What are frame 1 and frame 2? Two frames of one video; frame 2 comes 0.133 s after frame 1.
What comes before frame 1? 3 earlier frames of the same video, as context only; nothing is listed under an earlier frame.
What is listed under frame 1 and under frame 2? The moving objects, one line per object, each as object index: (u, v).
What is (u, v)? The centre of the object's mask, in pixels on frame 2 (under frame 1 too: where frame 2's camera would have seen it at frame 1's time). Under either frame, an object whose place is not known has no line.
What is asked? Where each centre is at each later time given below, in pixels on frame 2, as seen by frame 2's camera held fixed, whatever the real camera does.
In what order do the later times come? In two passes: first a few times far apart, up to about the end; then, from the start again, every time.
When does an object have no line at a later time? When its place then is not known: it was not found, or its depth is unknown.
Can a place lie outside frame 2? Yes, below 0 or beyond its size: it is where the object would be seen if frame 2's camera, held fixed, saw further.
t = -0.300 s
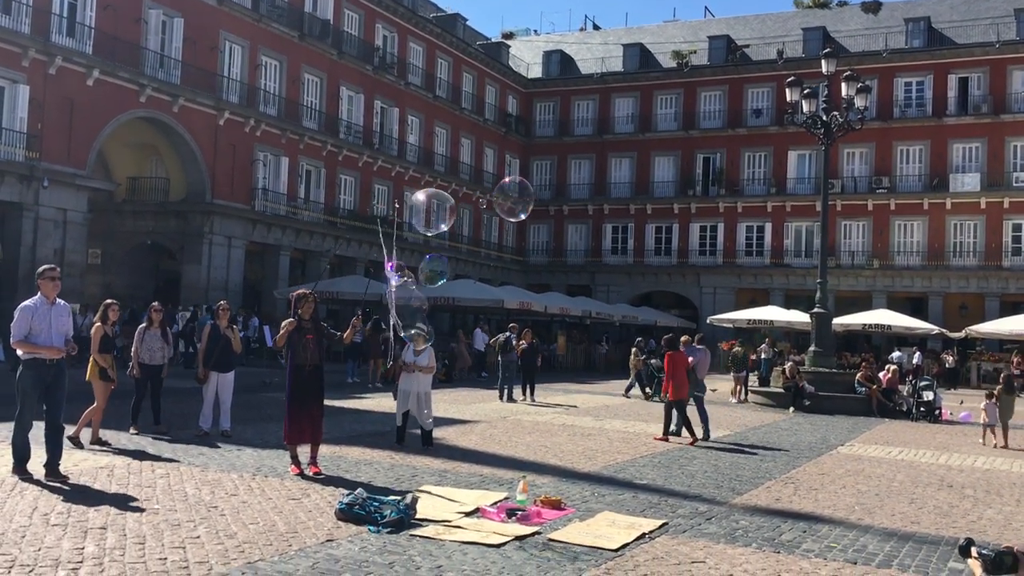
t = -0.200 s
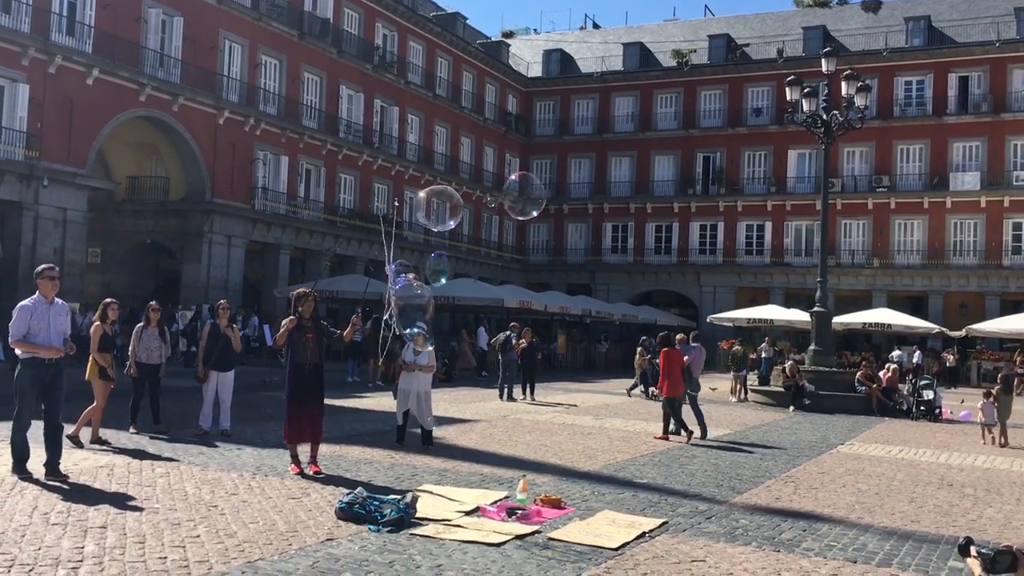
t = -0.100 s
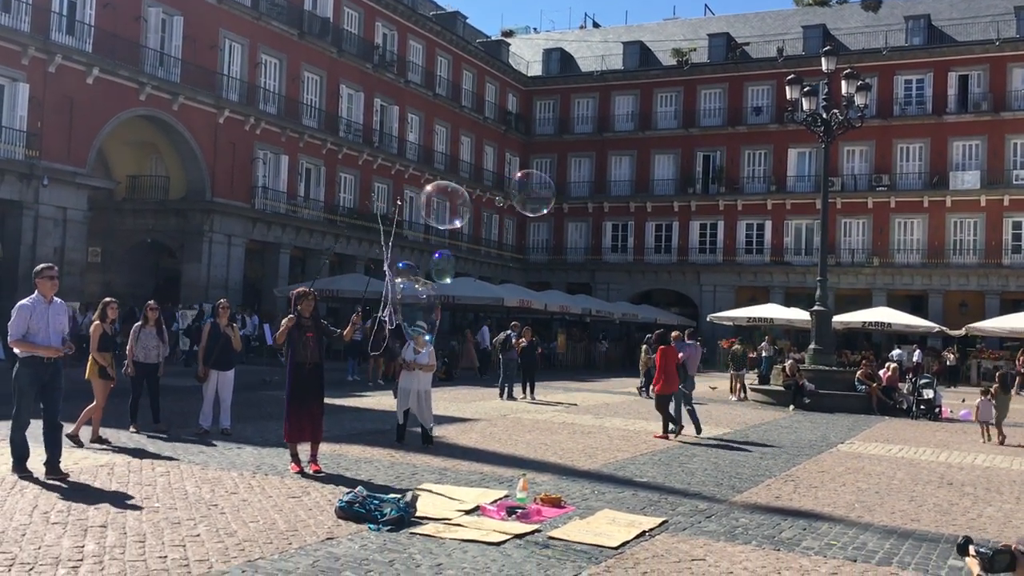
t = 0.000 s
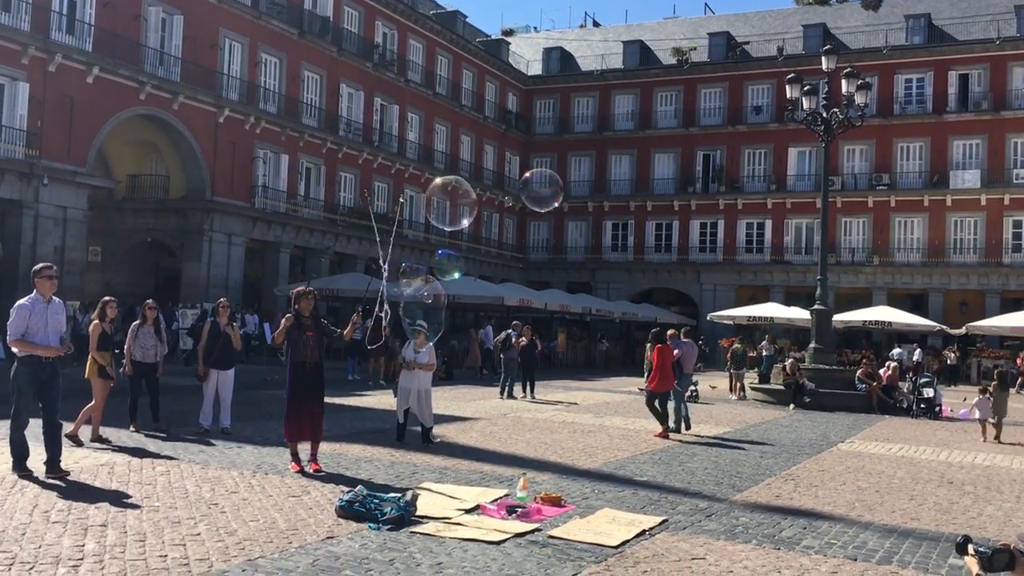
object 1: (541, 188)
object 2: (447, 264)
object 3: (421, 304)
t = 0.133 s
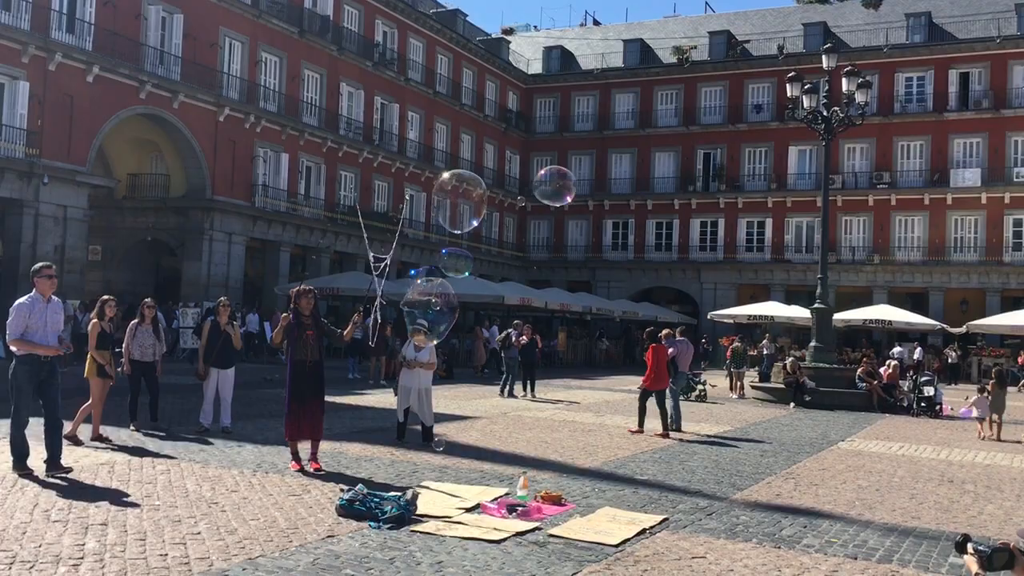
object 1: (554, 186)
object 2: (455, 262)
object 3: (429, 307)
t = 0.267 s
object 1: (569, 183)
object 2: (462, 261)
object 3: (435, 310)
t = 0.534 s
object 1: (596, 178)
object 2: (482, 259)
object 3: (451, 314)
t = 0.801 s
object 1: (629, 172)
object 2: (503, 257)
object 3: (469, 318)
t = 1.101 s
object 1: (671, 165)
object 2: (532, 255)
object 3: (492, 322)
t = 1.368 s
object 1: (711, 159)
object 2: (560, 254)
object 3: (518, 328)
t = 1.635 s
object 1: (755, 152)
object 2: (591, 252)
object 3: (547, 331)
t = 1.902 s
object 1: (806, 144)
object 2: (627, 251)
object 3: (574, 330)
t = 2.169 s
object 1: (863, 134)
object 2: (664, 249)
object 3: (612, 344)
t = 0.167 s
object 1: (558, 185)
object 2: (457, 262)
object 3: (431, 308)
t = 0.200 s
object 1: (562, 185)
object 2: (458, 262)
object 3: (432, 309)
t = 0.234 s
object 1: (566, 184)
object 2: (460, 262)
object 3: (434, 310)
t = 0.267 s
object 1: (569, 183)
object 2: (462, 261)
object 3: (435, 310)
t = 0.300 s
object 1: (573, 182)
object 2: (465, 261)
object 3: (436, 311)
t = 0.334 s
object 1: (576, 182)
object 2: (466, 261)
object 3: (438, 311)
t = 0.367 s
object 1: (579, 180)
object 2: (468, 260)
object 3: (440, 311)
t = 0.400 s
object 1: (582, 180)
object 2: (470, 260)
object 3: (442, 311)
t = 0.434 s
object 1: (586, 179)
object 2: (473, 260)
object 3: (444, 312)
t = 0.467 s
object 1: (590, 179)
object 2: (476, 260)
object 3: (447, 313)
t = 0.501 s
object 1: (594, 179)
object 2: (479, 259)
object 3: (450, 313)
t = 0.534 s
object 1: (596, 178)
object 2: (482, 259)
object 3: (451, 314)
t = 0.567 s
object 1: (602, 177)
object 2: (484, 259)
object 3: (453, 315)
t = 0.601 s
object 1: (606, 177)
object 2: (486, 259)
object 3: (456, 316)
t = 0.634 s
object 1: (610, 176)
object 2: (489, 258)
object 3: (459, 315)
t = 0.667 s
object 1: (614, 175)
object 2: (492, 258)
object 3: (461, 316)
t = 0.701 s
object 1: (617, 174)
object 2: (494, 258)
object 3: (463, 316)
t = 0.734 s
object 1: (621, 173)
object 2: (497, 258)
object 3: (464, 316)
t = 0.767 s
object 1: (625, 172)
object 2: (500, 257)
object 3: (467, 317)
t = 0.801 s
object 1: (629, 172)
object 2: (503, 257)
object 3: (469, 318)
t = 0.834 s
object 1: (633, 171)
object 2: (506, 257)
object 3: (472, 318)
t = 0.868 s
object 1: (638, 170)
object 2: (509, 257)
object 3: (474, 319)
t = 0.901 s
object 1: (642, 169)
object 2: (512, 256)
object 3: (477, 320)
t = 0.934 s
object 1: (647, 169)
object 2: (515, 256)
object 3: (479, 321)
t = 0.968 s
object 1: (652, 168)
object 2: (517, 256)
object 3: (481, 321)
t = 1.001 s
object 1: (657, 168)
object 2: (520, 256)
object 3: (483, 321)
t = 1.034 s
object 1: (661, 167)
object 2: (525, 255)
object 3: (487, 322)
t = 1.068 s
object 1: (666, 166)
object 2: (528, 255)
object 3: (489, 322)
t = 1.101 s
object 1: (671, 165)
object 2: (532, 255)
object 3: (492, 322)
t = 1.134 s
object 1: (675, 164)
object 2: (535, 255)
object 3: (494, 322)
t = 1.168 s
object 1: (681, 163)
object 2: (539, 255)
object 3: (498, 323)
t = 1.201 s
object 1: (685, 163)
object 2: (542, 255)
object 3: (501, 324)
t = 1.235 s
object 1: (690, 162)
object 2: (546, 254)
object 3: (505, 325)
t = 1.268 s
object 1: (695, 162)
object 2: (549, 254)
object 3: (508, 326)
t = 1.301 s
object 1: (701, 161)
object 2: (553, 254)
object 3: (511, 327)
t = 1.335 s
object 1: (706, 160)
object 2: (557, 254)
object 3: (515, 328)
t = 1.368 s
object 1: (711, 159)
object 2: (560, 254)
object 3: (518, 328)
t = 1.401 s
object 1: (716, 159)
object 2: (564, 253)
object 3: (521, 328)
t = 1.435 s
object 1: (721, 158)
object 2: (568, 253)
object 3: (525, 329)
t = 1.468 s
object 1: (726, 157)
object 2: (571, 253)
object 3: (528, 330)
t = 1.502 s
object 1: (733, 156)
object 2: (575, 253)
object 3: (532, 331)
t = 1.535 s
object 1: (739, 155)
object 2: (579, 253)
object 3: (535, 331)
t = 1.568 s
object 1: (744, 154)
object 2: (583, 252)
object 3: (538, 331)
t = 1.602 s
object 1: (750, 153)
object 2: (587, 252)
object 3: (542, 331)
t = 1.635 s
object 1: (755, 152)
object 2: (591, 252)
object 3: (547, 331)
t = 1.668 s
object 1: (761, 151)
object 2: (595, 252)
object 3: (548, 331)
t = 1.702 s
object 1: (766, 150)
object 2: (601, 252)
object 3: (551, 332)
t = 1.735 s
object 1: (773, 149)
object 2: (605, 252)
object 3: (552, 330)
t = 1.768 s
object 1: (780, 148)
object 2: (609, 251)
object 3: (555, 330)
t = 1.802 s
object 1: (787, 147)
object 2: (613, 251)
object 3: (558, 330)
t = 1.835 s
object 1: (793, 146)
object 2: (617, 251)
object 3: (563, 333)
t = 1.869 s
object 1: (799, 145)
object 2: (623, 251)
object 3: (566, 333)
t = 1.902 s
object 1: (806, 144)
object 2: (627, 251)
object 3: (574, 330)
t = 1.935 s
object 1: (812, 143)
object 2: (630, 251)
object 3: (574, 332)
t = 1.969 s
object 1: (818, 142)
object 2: (635, 251)
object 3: (578, 333)
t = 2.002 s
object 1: (826, 140)
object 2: (640, 250)
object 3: (583, 337)
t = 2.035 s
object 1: (833, 140)
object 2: (645, 250)
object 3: (589, 343)
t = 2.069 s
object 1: (840, 138)
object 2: (650, 250)
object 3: (595, 336)
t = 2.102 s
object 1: (848, 137)
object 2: (654, 249)
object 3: (598, 344)
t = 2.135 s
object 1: (855, 135)
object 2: (658, 249)
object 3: (602, 344)
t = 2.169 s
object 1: (863, 134)
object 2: (664, 249)
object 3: (612, 344)
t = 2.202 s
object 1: (872, 131)
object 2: (669, 249)
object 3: (617, 344)
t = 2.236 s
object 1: (879, 130)
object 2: (673, 249)
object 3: (621, 345)
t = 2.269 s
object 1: (887, 129)
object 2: (679, 249)
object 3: (623, 345)
